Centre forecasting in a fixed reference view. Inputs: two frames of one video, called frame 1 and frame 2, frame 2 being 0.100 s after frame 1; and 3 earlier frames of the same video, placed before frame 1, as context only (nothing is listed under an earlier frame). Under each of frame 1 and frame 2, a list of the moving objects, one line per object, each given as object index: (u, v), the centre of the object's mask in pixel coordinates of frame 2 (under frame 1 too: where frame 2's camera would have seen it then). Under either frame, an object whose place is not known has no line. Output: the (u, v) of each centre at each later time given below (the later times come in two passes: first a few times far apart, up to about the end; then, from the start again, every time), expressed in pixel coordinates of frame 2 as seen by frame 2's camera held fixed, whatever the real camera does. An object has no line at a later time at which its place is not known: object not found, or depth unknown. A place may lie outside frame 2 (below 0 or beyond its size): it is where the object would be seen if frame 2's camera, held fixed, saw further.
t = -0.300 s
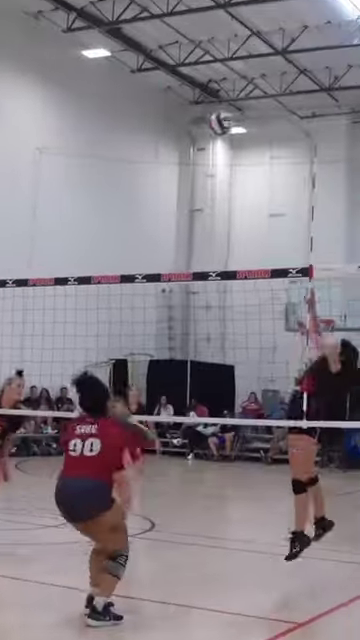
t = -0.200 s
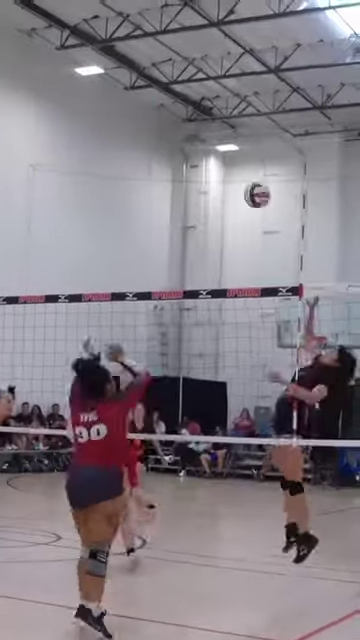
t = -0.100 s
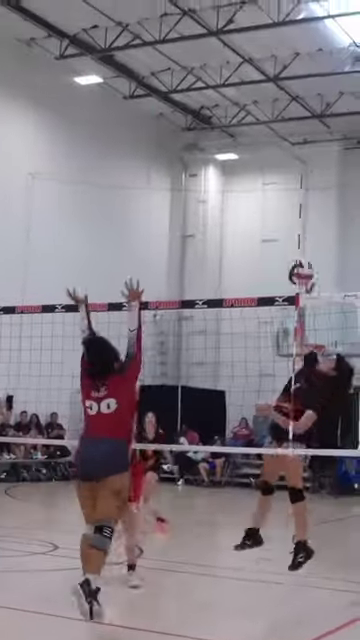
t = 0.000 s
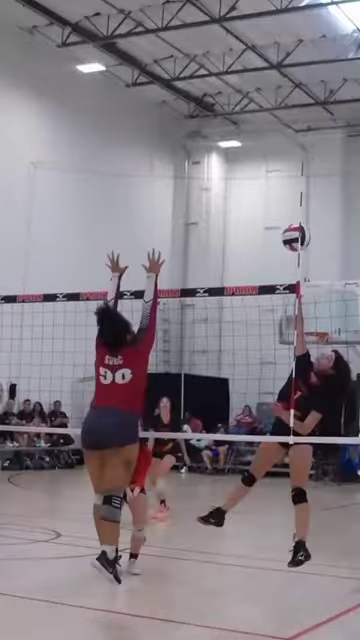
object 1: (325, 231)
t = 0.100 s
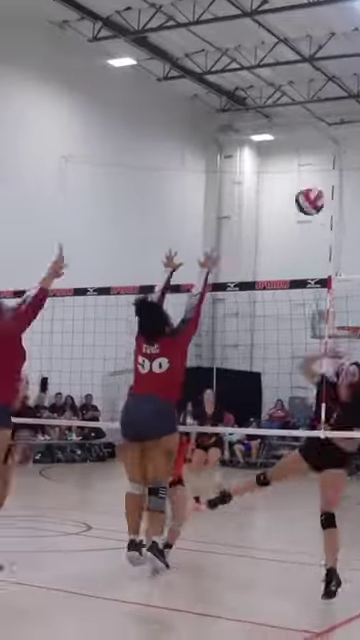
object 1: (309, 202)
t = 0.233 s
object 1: (276, 179)
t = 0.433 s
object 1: (233, 192)
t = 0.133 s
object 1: (303, 193)
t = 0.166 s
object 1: (296, 186)
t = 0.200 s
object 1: (289, 182)
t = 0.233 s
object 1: (276, 179)
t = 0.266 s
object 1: (264, 177)
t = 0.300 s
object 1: (255, 175)
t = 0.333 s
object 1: (249, 177)
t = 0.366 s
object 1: (247, 182)
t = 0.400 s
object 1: (242, 185)
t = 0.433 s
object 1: (233, 192)
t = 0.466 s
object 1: (223, 201)
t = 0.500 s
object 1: (212, 211)
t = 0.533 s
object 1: (203, 225)
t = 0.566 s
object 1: (193, 241)
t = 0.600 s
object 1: (182, 257)
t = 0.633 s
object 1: (171, 278)
